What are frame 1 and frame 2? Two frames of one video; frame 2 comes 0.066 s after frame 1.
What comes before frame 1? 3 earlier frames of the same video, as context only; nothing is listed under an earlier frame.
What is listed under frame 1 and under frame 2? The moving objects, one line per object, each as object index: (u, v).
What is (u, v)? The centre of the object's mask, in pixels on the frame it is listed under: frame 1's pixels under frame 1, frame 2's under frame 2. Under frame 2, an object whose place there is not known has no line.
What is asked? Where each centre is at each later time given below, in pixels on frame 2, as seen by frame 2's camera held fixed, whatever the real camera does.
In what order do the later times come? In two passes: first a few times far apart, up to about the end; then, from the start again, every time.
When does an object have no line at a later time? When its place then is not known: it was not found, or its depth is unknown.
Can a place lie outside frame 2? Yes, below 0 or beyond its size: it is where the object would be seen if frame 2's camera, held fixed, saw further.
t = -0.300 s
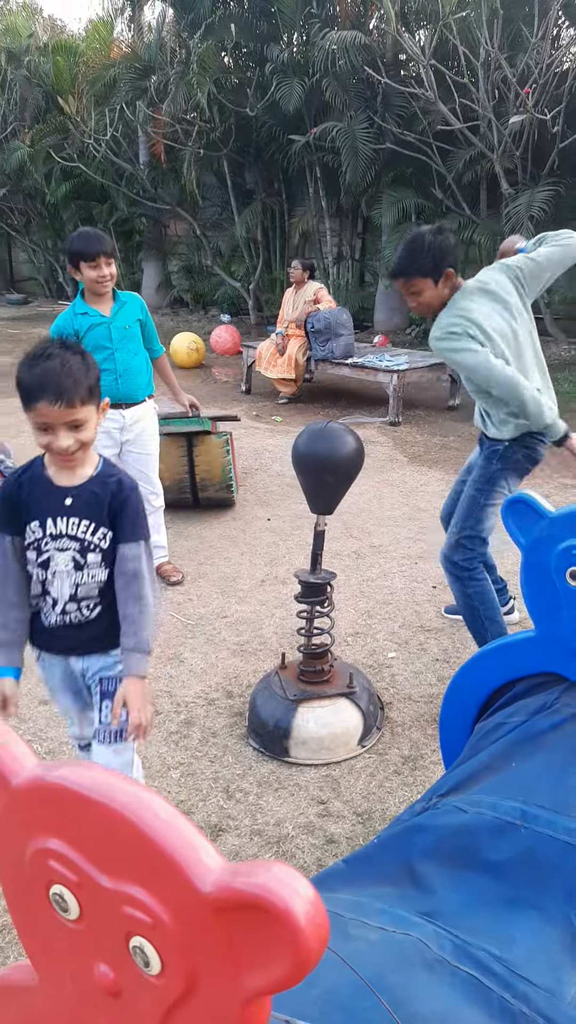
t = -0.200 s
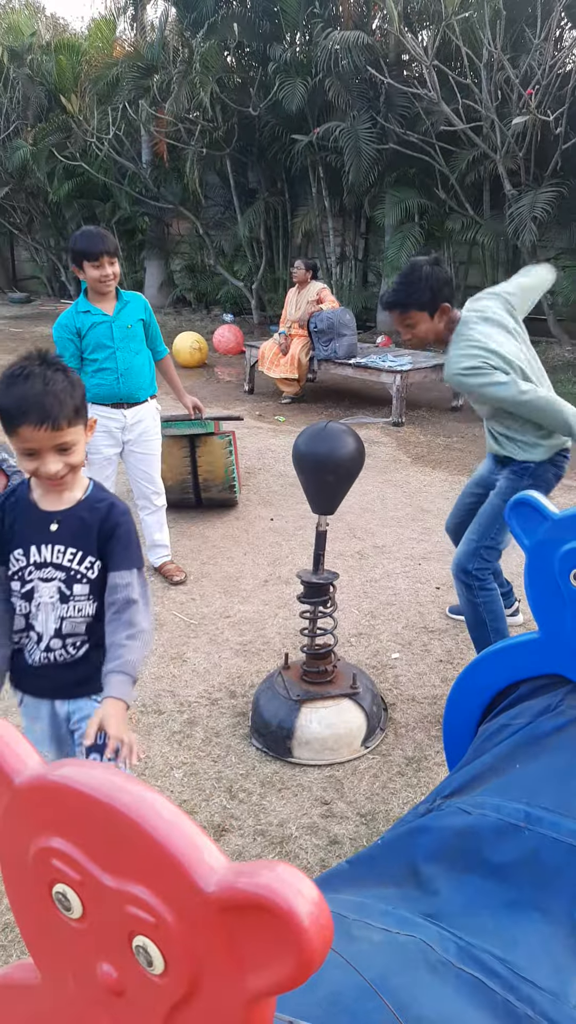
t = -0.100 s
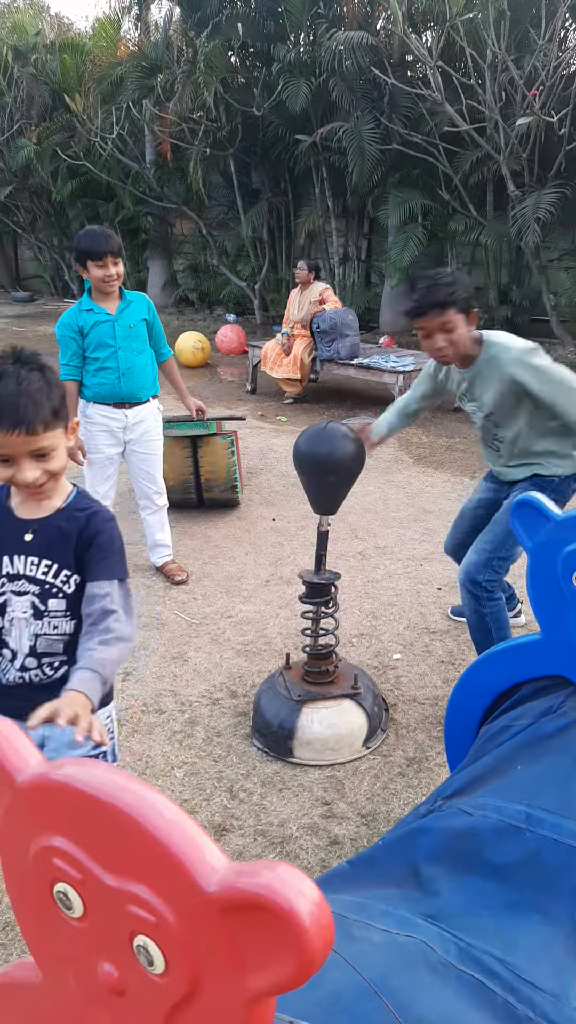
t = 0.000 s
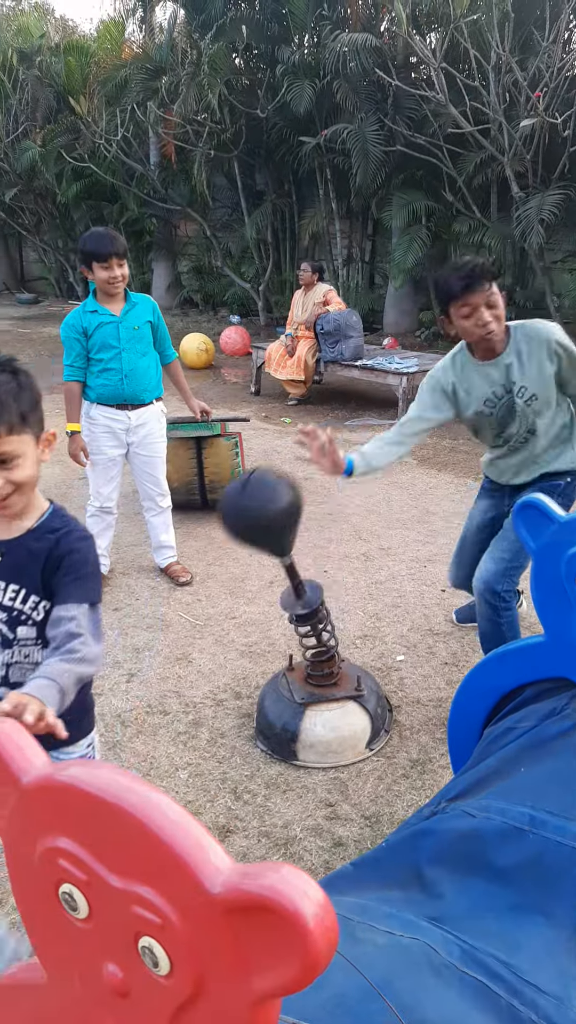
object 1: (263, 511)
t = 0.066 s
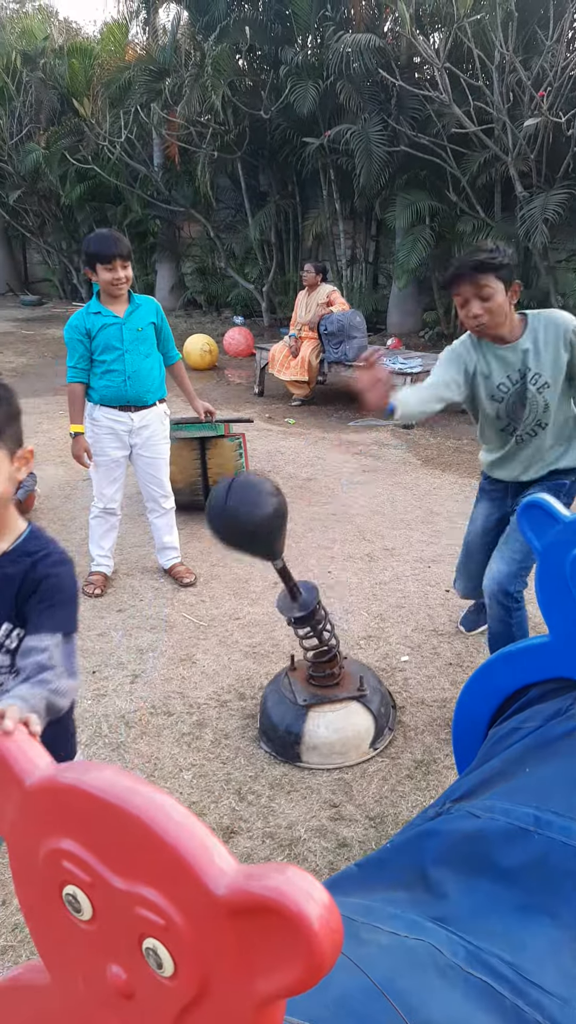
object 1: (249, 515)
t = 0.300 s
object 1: (367, 464)
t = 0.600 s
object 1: (280, 489)
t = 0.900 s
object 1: (371, 466)
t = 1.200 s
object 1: (309, 467)
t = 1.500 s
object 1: (351, 473)
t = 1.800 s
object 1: (325, 463)
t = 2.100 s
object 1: (347, 473)
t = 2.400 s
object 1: (330, 467)
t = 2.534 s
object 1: (349, 474)
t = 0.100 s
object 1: (260, 493)
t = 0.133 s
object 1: (280, 474)
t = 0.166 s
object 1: (301, 460)
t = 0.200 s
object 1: (322, 457)
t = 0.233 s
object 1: (338, 460)
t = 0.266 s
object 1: (354, 462)
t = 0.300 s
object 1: (367, 464)
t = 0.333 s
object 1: (376, 467)
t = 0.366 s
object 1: (377, 467)
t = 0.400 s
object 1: (372, 464)
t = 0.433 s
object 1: (359, 466)
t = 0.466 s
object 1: (342, 468)
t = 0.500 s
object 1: (321, 474)
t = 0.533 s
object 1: (300, 484)
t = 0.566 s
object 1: (286, 490)
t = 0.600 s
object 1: (280, 489)
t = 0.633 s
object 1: (282, 482)
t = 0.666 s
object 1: (293, 473)
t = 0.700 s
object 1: (309, 466)
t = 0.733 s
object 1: (325, 464)
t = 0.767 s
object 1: (342, 462)
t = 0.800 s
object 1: (356, 464)
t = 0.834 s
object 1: (365, 465)
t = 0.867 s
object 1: (371, 465)
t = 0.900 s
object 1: (371, 466)
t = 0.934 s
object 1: (364, 468)
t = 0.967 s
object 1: (354, 470)
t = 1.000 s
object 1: (339, 473)
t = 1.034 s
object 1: (323, 478)
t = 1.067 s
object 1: (309, 480)
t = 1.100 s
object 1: (300, 481)
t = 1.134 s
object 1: (297, 476)
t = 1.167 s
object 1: (301, 471)
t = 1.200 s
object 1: (309, 467)
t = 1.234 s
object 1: (318, 465)
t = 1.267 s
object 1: (330, 463)
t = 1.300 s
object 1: (342, 464)
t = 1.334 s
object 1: (351, 464)
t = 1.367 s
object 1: (357, 463)
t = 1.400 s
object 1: (361, 466)
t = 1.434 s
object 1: (362, 468)
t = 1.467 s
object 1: (359, 470)
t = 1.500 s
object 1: (351, 473)
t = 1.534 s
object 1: (342, 475)
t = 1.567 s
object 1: (332, 476)
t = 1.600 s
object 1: (323, 476)
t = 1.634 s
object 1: (316, 473)
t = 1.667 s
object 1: (312, 470)
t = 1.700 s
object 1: (311, 467)
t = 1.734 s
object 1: (313, 465)
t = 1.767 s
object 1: (318, 464)
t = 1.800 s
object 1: (325, 463)
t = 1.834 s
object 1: (332, 463)
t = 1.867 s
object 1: (340, 464)
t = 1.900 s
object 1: (347, 466)
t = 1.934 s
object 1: (353, 468)
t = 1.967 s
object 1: (358, 470)
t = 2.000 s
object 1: (360, 473)
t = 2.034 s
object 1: (358, 475)
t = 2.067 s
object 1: (353, 475)
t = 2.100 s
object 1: (347, 473)
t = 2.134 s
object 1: (339, 471)
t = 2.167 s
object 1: (331, 469)
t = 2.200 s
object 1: (325, 469)
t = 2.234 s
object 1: (320, 468)
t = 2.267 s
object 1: (318, 467)
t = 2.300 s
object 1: (318, 466)
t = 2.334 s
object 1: (320, 466)
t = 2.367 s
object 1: (325, 467)
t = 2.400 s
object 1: (330, 467)
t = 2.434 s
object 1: (336, 469)
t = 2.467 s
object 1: (341, 471)
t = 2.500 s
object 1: (346, 472)
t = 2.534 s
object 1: (349, 474)
